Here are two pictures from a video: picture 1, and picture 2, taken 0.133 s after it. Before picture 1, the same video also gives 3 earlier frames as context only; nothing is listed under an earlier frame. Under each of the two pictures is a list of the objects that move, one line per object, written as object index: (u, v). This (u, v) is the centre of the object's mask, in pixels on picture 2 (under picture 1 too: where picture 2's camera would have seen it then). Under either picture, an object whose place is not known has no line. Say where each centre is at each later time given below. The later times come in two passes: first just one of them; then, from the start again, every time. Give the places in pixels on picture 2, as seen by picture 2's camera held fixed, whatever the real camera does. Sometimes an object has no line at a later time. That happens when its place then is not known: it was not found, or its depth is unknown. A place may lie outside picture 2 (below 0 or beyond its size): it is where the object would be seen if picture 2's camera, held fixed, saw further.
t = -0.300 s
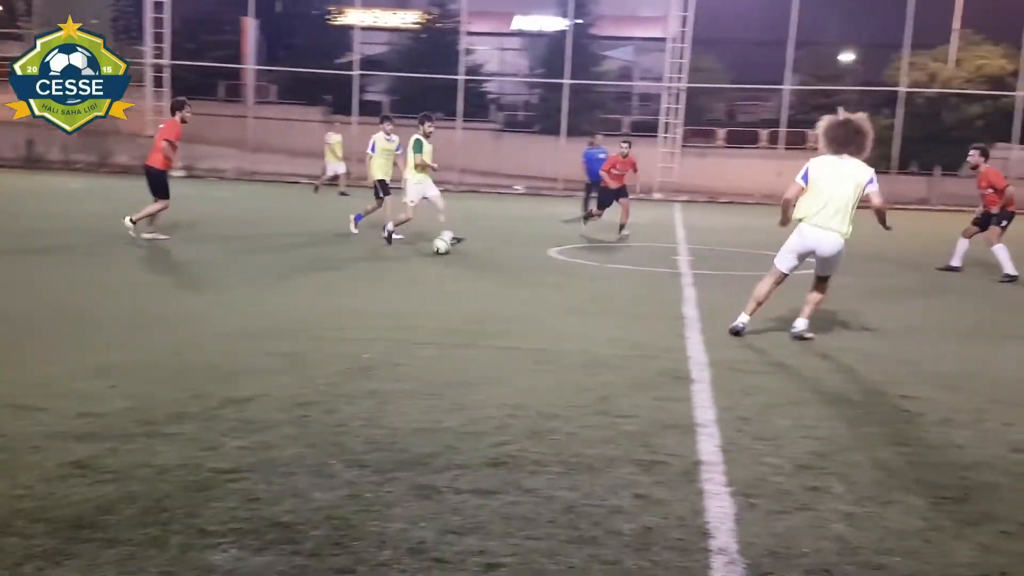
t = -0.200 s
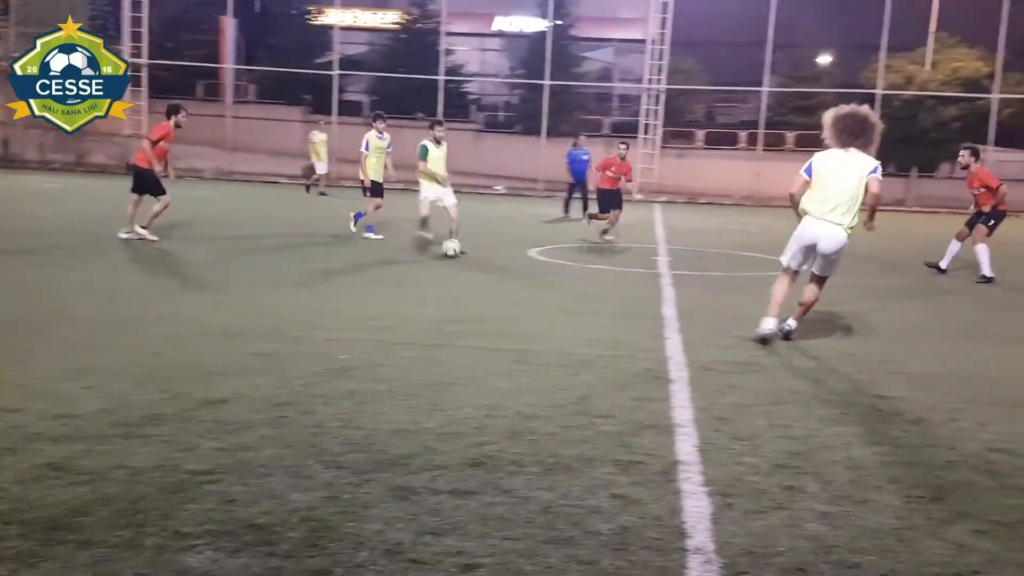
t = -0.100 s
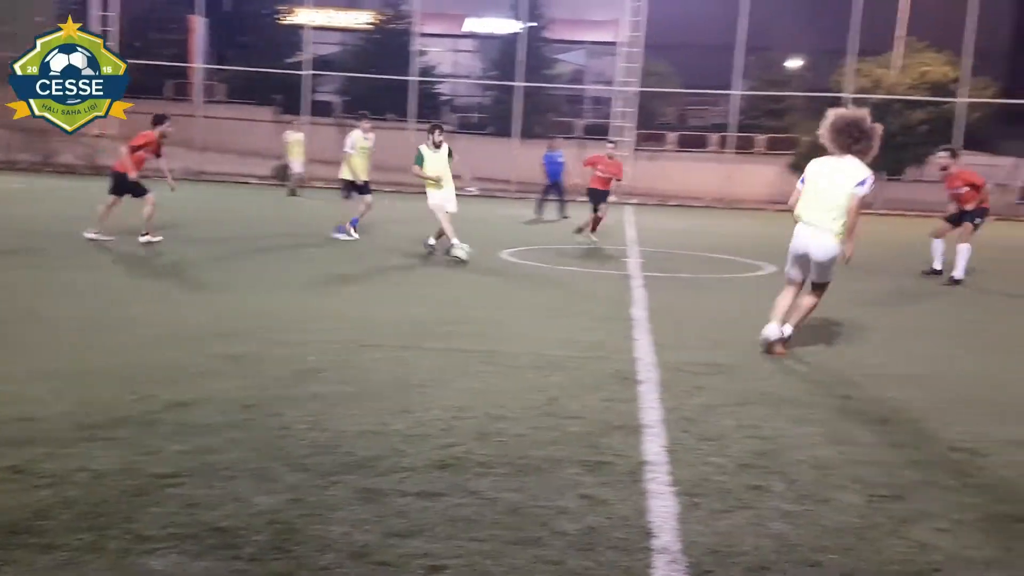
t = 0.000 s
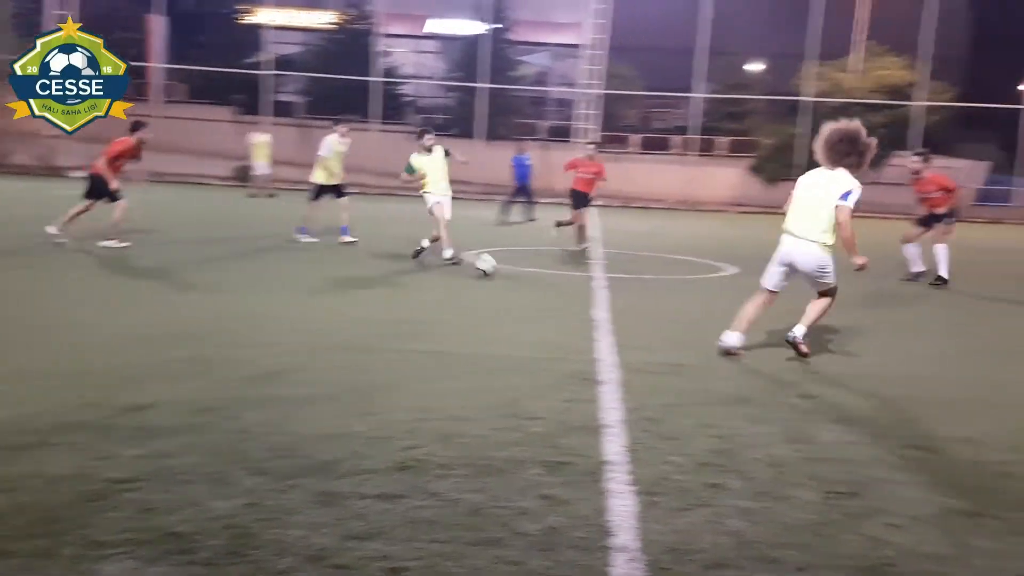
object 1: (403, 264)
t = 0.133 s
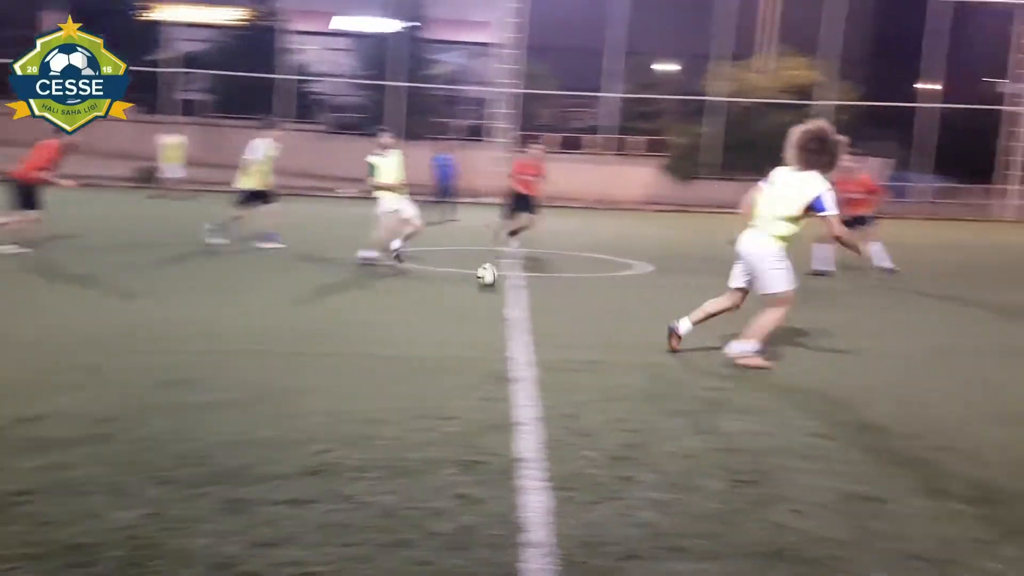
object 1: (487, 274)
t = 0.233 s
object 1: (551, 282)
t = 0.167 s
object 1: (509, 279)
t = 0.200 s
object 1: (531, 280)
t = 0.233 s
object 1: (551, 282)
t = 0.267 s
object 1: (574, 285)
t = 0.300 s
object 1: (597, 289)
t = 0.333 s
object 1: (620, 293)
